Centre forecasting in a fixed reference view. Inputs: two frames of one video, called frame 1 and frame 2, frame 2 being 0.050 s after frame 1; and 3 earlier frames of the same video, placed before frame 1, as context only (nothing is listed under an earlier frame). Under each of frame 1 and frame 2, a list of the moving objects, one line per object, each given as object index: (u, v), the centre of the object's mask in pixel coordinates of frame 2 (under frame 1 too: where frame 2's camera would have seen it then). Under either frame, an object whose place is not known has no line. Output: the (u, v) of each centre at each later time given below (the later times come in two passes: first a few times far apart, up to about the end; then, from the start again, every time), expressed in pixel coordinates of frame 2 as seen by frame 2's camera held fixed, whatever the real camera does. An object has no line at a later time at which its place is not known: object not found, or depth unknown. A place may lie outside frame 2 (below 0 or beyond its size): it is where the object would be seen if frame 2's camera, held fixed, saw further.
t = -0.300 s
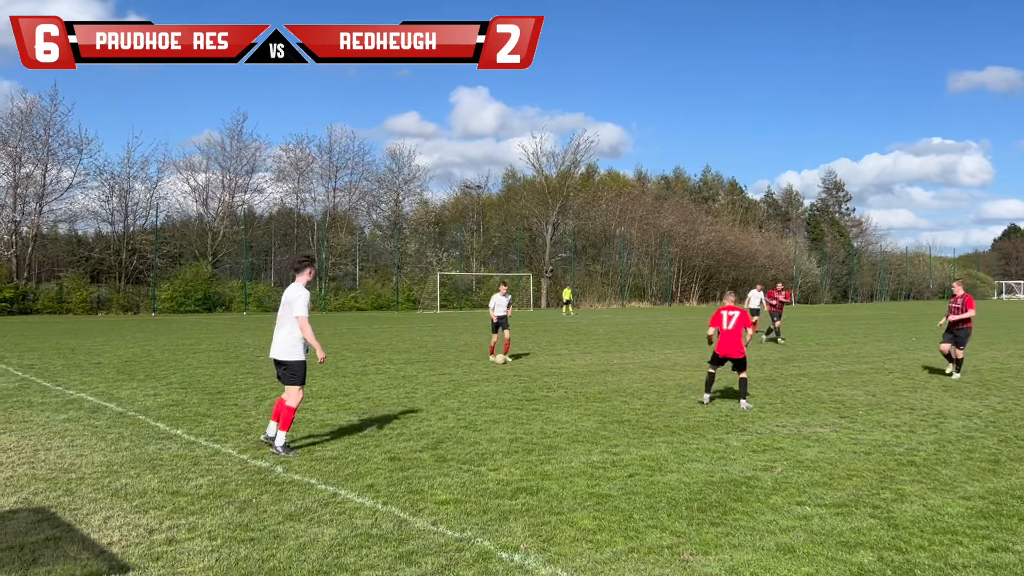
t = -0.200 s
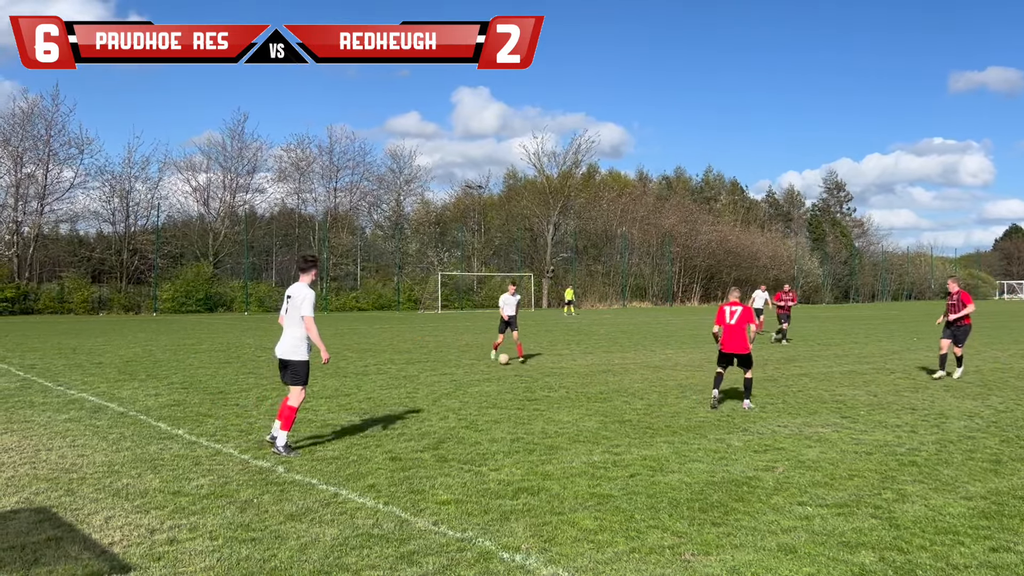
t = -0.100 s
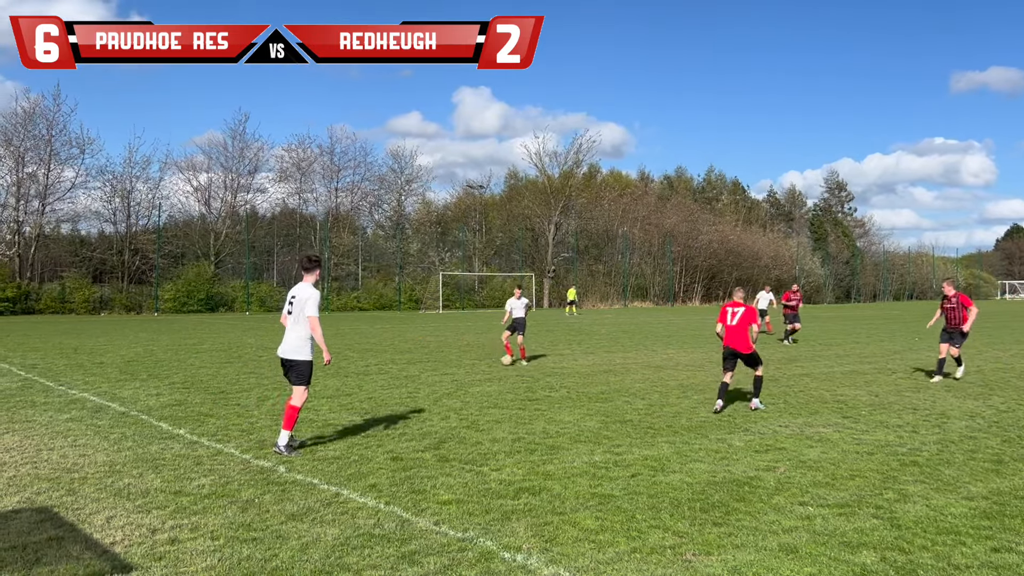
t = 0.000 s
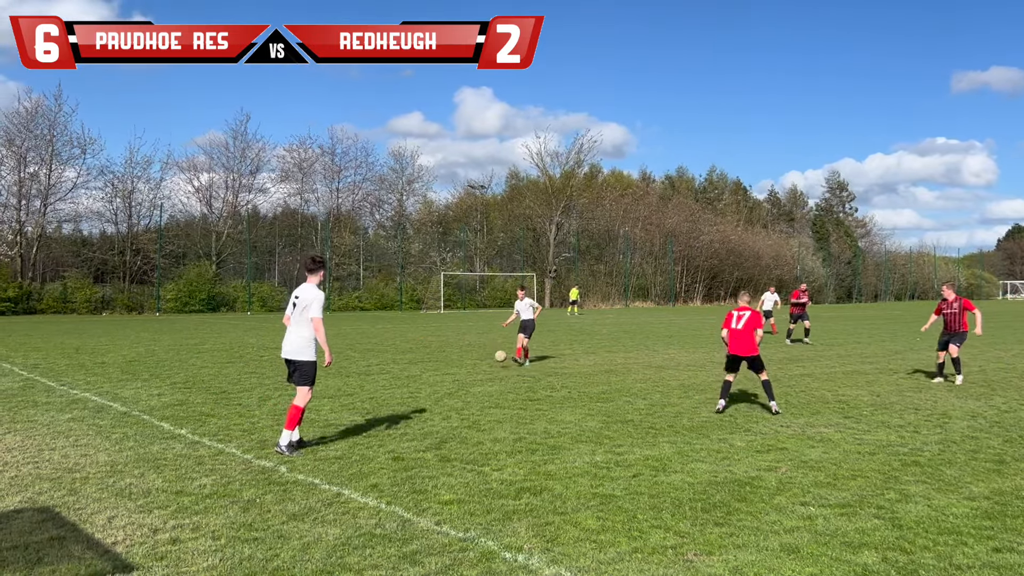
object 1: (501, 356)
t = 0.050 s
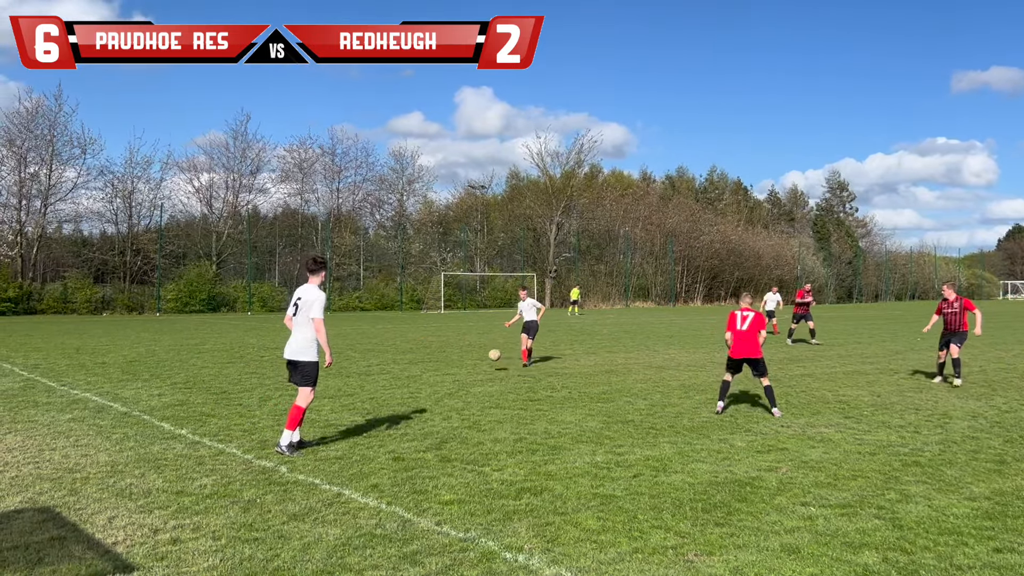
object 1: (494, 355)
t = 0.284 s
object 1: (456, 368)
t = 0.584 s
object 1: (400, 382)
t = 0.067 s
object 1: (492, 355)
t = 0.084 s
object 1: (490, 355)
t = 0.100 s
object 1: (487, 355)
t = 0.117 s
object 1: (485, 355)
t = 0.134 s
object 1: (482, 356)
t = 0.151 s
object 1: (480, 356)
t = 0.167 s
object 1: (477, 357)
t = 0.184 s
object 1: (474, 358)
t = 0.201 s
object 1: (471, 359)
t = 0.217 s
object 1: (469, 360)
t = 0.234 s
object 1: (466, 362)
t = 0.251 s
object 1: (463, 364)
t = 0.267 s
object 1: (459, 366)
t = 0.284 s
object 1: (456, 368)
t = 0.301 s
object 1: (453, 370)
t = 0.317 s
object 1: (450, 373)
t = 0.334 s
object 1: (447, 376)
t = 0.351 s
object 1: (443, 379)
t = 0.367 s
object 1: (440, 383)
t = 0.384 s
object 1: (437, 386)
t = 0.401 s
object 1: (432, 390)
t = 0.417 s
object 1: (430, 391)
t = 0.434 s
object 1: (427, 389)
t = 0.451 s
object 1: (424, 388)
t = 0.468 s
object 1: (421, 386)
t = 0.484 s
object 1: (418, 385)
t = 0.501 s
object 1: (416, 384)
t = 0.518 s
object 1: (412, 383)
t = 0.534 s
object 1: (410, 383)
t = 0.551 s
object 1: (407, 382)
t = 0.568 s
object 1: (403, 382)
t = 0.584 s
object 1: (400, 382)
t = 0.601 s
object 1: (397, 382)
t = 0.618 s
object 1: (393, 382)
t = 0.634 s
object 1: (390, 383)
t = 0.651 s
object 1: (386, 384)
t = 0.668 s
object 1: (383, 385)
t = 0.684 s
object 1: (379, 387)
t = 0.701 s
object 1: (376, 389)
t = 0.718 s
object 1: (372, 391)
